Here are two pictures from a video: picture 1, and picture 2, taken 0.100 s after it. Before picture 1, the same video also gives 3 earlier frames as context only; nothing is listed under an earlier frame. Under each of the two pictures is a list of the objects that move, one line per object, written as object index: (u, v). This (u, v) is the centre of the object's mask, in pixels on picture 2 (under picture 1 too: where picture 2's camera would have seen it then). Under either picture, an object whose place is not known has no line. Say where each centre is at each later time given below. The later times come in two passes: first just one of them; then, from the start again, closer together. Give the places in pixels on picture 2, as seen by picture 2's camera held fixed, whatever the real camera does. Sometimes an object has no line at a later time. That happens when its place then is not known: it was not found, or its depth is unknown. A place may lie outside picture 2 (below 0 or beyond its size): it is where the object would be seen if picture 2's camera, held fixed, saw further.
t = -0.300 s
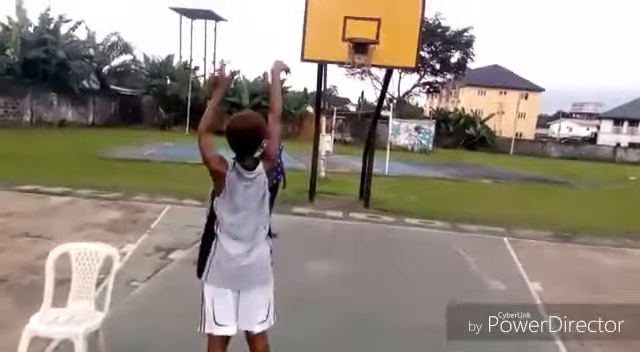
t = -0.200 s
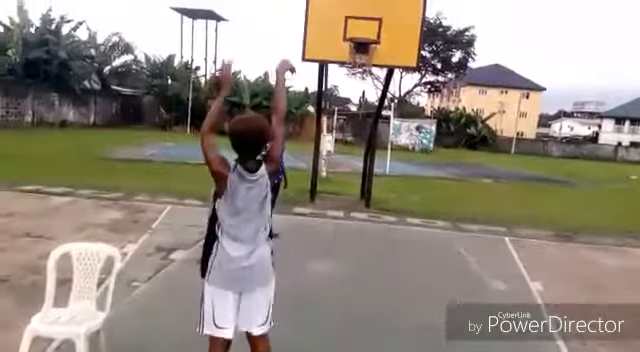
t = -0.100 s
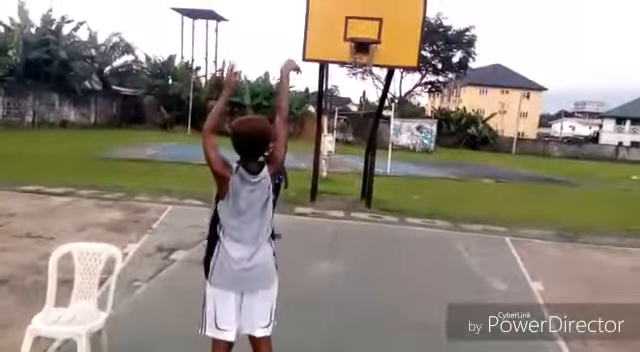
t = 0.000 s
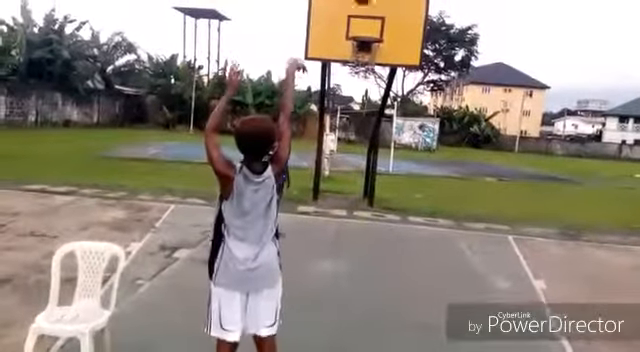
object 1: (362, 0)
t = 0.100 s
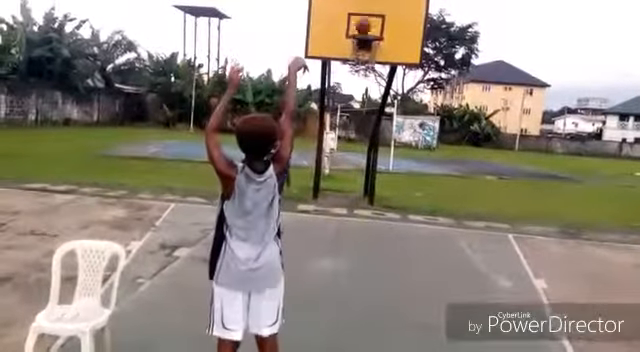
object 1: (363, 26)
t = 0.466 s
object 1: (376, 143)
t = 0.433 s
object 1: (372, 135)
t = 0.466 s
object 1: (376, 143)
